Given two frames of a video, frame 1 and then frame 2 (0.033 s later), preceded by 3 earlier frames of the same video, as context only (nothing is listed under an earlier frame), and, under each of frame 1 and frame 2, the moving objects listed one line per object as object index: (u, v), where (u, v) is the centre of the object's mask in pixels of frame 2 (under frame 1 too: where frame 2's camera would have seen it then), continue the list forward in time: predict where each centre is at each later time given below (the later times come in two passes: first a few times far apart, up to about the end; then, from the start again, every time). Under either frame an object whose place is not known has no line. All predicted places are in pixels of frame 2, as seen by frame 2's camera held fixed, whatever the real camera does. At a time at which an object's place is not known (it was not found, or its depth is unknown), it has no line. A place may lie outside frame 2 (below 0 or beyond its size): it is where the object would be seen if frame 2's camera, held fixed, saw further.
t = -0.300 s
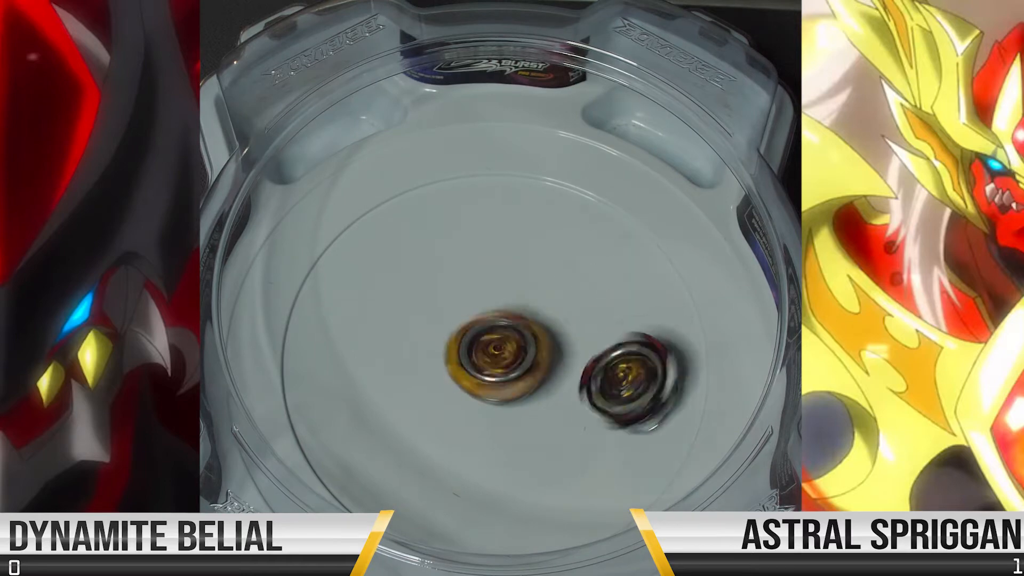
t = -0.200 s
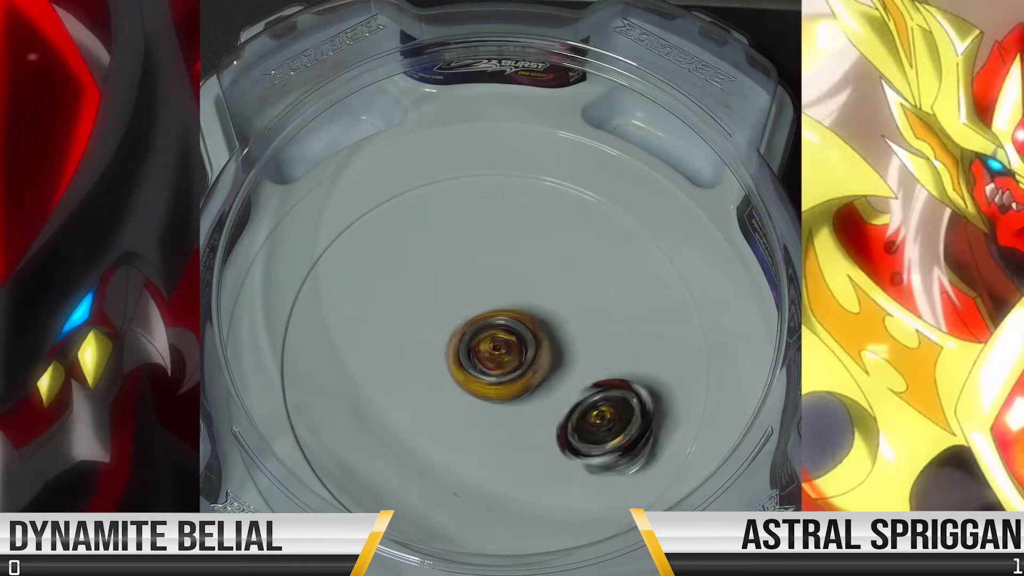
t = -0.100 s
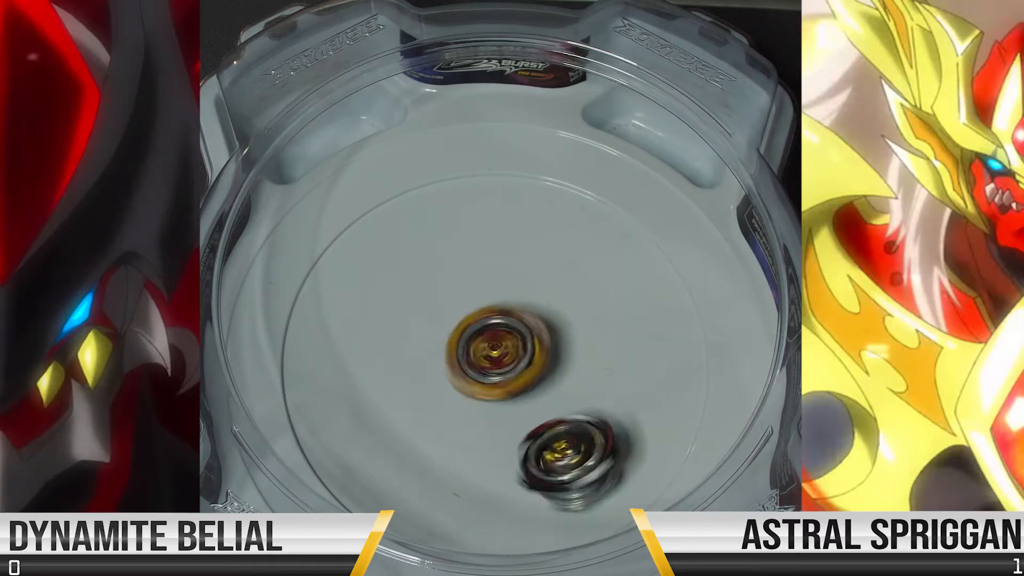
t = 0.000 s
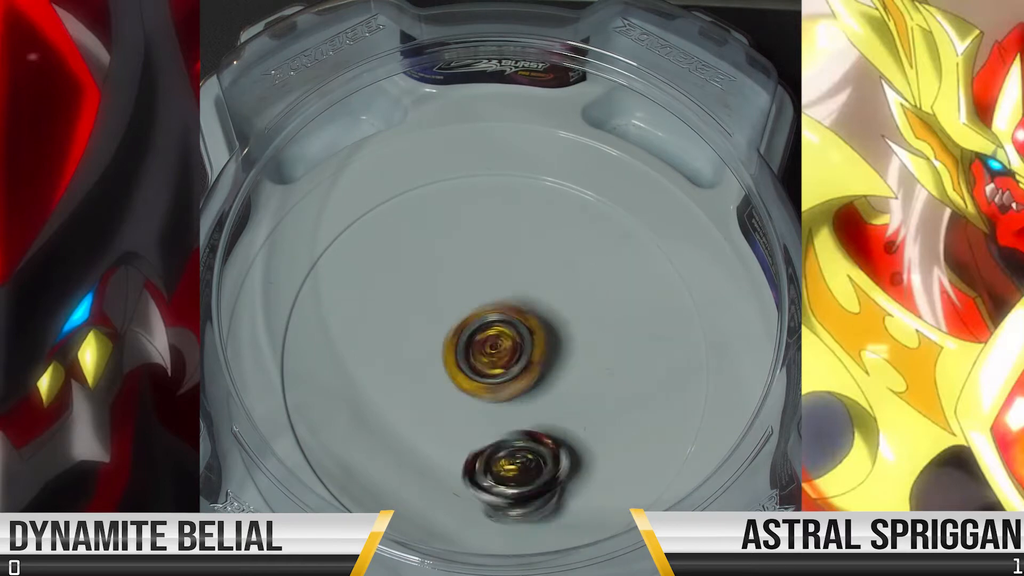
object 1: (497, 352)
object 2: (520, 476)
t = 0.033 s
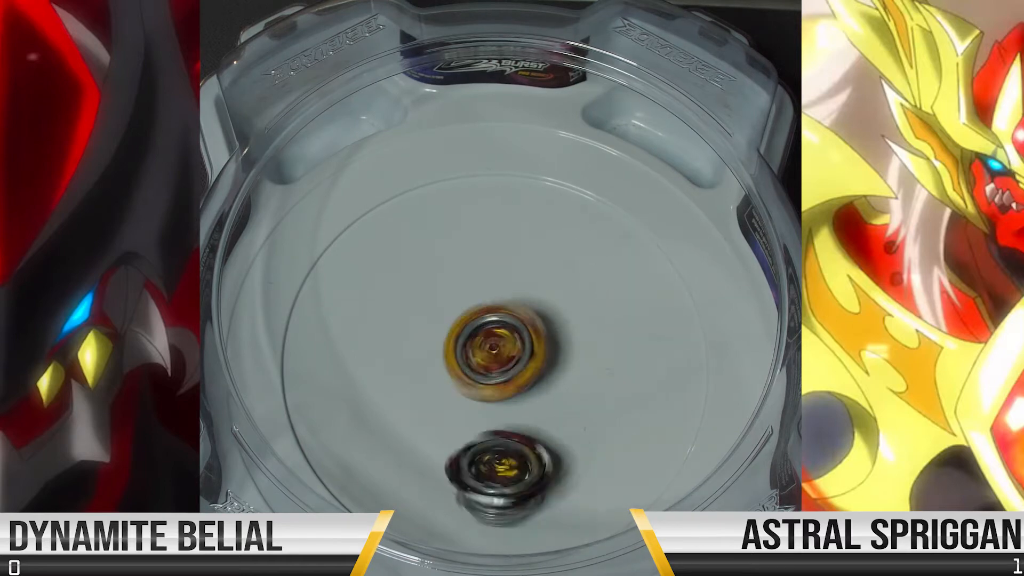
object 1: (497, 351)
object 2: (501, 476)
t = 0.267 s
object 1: (492, 352)
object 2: (396, 421)
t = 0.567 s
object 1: (493, 356)
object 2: (398, 281)
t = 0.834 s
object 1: (497, 356)
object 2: (508, 244)
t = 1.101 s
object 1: (501, 354)
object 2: (617, 310)
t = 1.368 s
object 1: (499, 350)
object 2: (610, 423)
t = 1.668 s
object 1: (494, 351)
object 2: (448, 456)
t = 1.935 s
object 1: (492, 354)
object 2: (377, 364)
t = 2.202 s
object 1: (497, 356)
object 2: (438, 265)
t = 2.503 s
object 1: (501, 355)
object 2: (571, 269)
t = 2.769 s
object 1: (500, 351)
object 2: (615, 373)
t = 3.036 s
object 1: (497, 350)
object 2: (528, 460)
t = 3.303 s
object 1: (494, 355)
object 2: (408, 415)
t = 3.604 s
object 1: (498, 358)
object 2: (419, 288)
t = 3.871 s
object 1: (501, 357)
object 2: (523, 255)
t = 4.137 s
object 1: (501, 353)
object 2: (598, 335)
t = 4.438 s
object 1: (497, 352)
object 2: (540, 453)
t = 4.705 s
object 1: (494, 352)
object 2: (429, 426)
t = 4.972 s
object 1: (502, 348)
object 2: (408, 323)
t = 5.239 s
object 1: (534, 366)
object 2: (485, 276)
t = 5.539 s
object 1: (556, 409)
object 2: (561, 312)
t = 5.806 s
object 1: (514, 409)
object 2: (532, 307)
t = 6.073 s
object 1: (467, 386)
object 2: (502, 284)
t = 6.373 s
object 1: (473, 382)
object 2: (503, 287)
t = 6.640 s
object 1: (512, 396)
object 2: (518, 290)
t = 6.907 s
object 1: (536, 378)
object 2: (504, 283)
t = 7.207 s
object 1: (510, 376)
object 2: (482, 287)
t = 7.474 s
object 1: (489, 428)
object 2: (488, 296)
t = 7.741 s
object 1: (505, 420)
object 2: (478, 302)
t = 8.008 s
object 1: (550, 375)
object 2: (437, 319)
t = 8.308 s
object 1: (518, 312)
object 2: (430, 356)
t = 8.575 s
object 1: (496, 307)
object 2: (402, 408)
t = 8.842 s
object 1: (520, 362)
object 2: (416, 419)
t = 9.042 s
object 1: (546, 374)
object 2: (440, 408)
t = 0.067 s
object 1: (497, 351)
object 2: (482, 474)
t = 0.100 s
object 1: (495, 352)
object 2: (464, 471)
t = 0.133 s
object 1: (495, 352)
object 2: (447, 464)
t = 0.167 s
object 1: (493, 352)
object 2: (433, 456)
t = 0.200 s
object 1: (493, 351)
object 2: (419, 444)
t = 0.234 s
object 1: (493, 352)
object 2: (405, 433)
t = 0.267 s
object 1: (492, 352)
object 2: (396, 421)
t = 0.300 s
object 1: (492, 352)
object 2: (389, 406)
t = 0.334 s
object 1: (492, 352)
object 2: (381, 390)
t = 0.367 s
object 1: (492, 353)
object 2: (379, 374)
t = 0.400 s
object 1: (492, 354)
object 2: (376, 357)
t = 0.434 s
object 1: (492, 355)
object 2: (378, 341)
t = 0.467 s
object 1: (491, 355)
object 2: (380, 323)
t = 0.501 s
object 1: (492, 355)
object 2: (384, 309)
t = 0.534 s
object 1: (492, 356)
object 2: (390, 297)
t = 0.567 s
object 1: (493, 356)
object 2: (398, 281)
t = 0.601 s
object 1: (493, 356)
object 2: (409, 272)
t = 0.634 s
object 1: (495, 356)
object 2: (420, 261)
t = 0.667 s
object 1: (494, 356)
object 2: (432, 254)
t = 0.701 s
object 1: (496, 357)
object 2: (447, 248)
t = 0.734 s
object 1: (496, 355)
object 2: (460, 244)
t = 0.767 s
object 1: (496, 356)
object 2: (477, 244)
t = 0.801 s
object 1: (497, 356)
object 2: (492, 240)
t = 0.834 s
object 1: (497, 356)
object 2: (508, 244)
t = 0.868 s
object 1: (498, 355)
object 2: (526, 244)
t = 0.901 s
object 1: (499, 356)
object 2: (542, 249)
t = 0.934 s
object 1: (500, 356)
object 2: (559, 256)
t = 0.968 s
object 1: (499, 355)
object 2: (570, 264)
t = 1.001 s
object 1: (499, 355)
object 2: (589, 274)
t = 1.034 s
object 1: (500, 354)
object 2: (597, 285)
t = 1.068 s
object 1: (501, 354)
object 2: (609, 298)
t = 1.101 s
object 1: (501, 354)
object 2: (617, 310)
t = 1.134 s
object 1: (500, 354)
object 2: (626, 324)
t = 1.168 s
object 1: (500, 353)
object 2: (631, 338)
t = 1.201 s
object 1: (500, 353)
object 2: (634, 354)
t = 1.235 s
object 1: (499, 352)
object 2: (638, 366)
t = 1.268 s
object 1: (499, 352)
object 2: (634, 383)
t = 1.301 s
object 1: (500, 351)
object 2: (631, 397)
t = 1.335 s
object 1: (500, 350)
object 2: (621, 410)
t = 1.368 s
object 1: (499, 350)
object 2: (610, 423)
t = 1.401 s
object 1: (499, 350)
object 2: (601, 433)
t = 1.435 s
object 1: (498, 351)
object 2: (586, 442)
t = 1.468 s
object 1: (497, 350)
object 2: (567, 450)
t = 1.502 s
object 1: (497, 350)
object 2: (547, 457)
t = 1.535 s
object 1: (496, 350)
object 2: (531, 461)
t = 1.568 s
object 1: (496, 349)
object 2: (509, 463)
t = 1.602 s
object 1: (496, 349)
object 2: (490, 463)
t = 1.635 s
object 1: (494, 350)
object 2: (466, 460)
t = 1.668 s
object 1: (494, 351)
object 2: (448, 456)
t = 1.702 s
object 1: (493, 351)
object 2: (433, 450)
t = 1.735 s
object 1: (493, 351)
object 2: (418, 441)
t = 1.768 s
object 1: (492, 352)
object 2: (402, 431)
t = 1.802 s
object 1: (492, 352)
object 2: (395, 418)
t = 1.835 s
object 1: (493, 352)
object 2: (386, 406)
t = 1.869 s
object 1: (492, 354)
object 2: (381, 392)
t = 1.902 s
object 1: (492, 354)
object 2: (377, 379)
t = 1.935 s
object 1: (492, 354)
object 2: (377, 364)
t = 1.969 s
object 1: (493, 354)
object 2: (377, 349)
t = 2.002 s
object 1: (494, 355)
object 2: (380, 334)
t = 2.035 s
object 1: (494, 355)
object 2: (385, 321)
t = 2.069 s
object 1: (495, 356)
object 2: (391, 307)
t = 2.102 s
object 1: (496, 356)
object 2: (401, 294)
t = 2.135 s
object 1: (496, 355)
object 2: (411, 283)
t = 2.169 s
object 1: (496, 355)
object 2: (425, 273)
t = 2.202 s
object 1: (497, 356)
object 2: (438, 265)
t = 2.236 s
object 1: (498, 356)
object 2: (453, 258)
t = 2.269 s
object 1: (499, 356)
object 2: (468, 253)
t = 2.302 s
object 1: (499, 356)
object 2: (485, 249)
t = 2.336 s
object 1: (500, 356)
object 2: (500, 248)
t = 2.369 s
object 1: (500, 356)
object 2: (517, 248)
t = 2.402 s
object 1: (501, 356)
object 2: (531, 251)
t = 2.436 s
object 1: (501, 356)
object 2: (547, 255)
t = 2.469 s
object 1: (501, 355)
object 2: (559, 260)
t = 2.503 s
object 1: (501, 355)
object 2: (571, 269)
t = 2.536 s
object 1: (501, 355)
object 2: (583, 277)
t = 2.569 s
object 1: (501, 354)
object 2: (593, 288)
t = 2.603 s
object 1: (502, 354)
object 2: (600, 299)
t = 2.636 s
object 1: (501, 353)
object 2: (607, 313)
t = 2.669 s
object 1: (502, 353)
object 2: (613, 327)
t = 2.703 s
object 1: (502, 352)
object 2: (616, 342)
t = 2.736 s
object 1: (501, 352)
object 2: (619, 357)
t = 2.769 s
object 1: (500, 351)
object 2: (615, 373)
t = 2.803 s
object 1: (500, 351)
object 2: (611, 388)
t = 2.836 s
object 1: (499, 351)
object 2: (605, 403)
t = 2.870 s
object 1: (500, 350)
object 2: (595, 417)
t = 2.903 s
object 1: (499, 350)
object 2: (584, 430)
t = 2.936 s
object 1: (498, 350)
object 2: (571, 440)
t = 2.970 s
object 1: (498, 349)
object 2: (557, 449)
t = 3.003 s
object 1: (497, 350)
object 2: (541, 456)
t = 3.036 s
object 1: (497, 350)
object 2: (528, 460)
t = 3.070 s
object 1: (497, 350)
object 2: (507, 463)
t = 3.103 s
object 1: (495, 351)
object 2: (493, 462)
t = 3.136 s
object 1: (495, 352)
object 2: (475, 459)
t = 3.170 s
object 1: (495, 352)
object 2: (460, 455)
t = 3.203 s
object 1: (494, 353)
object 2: (442, 447)
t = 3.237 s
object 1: (495, 353)
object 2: (430, 438)
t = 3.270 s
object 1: (494, 353)
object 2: (416, 428)
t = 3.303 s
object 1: (494, 355)
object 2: (408, 415)
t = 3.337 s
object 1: (494, 355)
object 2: (401, 402)
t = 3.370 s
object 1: (494, 355)
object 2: (395, 388)
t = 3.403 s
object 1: (495, 356)
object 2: (393, 373)
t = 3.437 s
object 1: (495, 356)
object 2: (391, 357)
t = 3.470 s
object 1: (497, 357)
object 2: (393, 343)
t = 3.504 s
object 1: (498, 357)
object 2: (396, 327)
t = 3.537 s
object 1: (495, 357)
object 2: (402, 314)
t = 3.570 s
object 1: (498, 357)
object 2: (409, 300)
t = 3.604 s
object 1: (498, 358)
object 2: (419, 288)
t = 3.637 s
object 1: (498, 358)
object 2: (428, 279)
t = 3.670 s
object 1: (500, 358)
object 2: (441, 271)
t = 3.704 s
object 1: (500, 358)
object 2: (454, 262)
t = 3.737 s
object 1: (500, 358)
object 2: (468, 258)
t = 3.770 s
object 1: (501, 358)
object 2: (481, 255)
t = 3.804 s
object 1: (501, 357)
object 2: (496, 252)
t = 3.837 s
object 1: (502, 357)
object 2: (509, 255)
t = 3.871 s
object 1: (501, 357)
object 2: (523, 255)
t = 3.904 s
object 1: (501, 356)
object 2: (537, 261)
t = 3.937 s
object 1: (502, 356)
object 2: (549, 266)
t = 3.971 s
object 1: (502, 355)
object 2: (562, 275)
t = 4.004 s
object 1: (503, 355)
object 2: (568, 284)
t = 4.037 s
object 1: (501, 355)
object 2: (578, 294)
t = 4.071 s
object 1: (501, 354)
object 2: (587, 307)
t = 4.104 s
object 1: (501, 353)
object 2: (593, 322)
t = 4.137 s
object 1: (501, 353)
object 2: (598, 335)
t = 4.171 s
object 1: (501, 353)
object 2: (603, 350)
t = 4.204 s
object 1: (500, 353)
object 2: (601, 367)
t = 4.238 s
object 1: (499, 352)
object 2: (596, 383)
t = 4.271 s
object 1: (499, 352)
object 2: (593, 397)
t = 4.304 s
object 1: (498, 351)
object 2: (587, 412)
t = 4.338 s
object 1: (499, 351)
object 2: (577, 426)
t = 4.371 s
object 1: (497, 352)
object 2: (565, 437)
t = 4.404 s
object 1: (497, 351)
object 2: (551, 447)
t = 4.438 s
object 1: (497, 352)
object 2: (540, 453)
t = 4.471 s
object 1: (495, 352)
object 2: (526, 457)
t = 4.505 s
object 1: (496, 352)
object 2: (506, 460)
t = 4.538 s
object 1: (494, 354)
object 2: (494, 459)
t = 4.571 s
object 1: (494, 354)
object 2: (479, 456)
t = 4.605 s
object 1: (494, 354)
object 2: (465, 451)
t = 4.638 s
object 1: (494, 355)
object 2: (450, 444)
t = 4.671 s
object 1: (494, 354)
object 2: (438, 435)
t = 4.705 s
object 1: (494, 352)
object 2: (429, 426)
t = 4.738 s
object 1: (493, 350)
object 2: (417, 412)
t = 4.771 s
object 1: (493, 350)
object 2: (412, 399)
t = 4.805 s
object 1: (493, 350)
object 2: (408, 385)
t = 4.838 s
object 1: (496, 350)
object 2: (403, 370)
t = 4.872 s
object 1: (499, 351)
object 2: (403, 361)
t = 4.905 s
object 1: (501, 348)
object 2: (402, 348)
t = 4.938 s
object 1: (503, 349)
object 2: (404, 335)
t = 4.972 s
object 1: (502, 348)
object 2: (408, 323)
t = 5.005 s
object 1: (503, 349)
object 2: (417, 314)
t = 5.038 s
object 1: (504, 349)
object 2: (422, 303)
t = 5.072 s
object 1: (507, 350)
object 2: (430, 293)
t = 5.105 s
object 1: (509, 349)
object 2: (441, 285)
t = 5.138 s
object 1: (510, 350)
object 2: (451, 283)
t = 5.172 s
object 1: (518, 355)
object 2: (458, 281)
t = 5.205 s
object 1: (527, 362)
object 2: (472, 275)
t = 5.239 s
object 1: (534, 366)
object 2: (485, 276)
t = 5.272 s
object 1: (540, 371)
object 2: (498, 277)
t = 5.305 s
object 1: (546, 375)
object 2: (511, 281)
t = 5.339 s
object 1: (548, 378)
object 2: (520, 287)
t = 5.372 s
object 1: (554, 387)
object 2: (530, 288)
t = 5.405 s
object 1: (559, 395)
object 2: (540, 291)
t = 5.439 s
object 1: (561, 398)
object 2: (549, 295)
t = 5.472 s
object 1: (560, 403)
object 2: (552, 304)
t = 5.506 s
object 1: (561, 407)
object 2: (558, 307)
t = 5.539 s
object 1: (556, 409)
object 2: (561, 312)
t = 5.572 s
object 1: (551, 413)
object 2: (559, 316)
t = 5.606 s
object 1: (549, 414)
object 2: (562, 316)
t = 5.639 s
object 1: (543, 418)
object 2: (557, 313)
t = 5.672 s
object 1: (537, 421)
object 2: (551, 311)
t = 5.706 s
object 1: (533, 420)
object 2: (548, 310)
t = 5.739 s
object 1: (524, 421)
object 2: (543, 309)
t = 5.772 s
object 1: (518, 417)
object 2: (538, 308)
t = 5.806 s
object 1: (514, 409)
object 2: (532, 307)
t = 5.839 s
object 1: (505, 404)
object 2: (525, 306)
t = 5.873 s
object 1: (498, 397)
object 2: (524, 304)
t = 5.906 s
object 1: (493, 395)
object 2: (524, 299)
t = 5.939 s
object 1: (487, 393)
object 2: (516, 296)
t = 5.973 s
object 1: (482, 389)
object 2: (512, 293)
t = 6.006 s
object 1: (477, 387)
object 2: (508, 293)
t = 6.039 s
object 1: (470, 385)
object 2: (505, 290)
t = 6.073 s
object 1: (467, 386)
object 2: (502, 284)
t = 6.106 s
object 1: (464, 388)
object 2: (501, 279)
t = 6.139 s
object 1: (462, 387)
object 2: (498, 279)
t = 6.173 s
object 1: (463, 389)
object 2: (499, 279)
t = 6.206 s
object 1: (458, 387)
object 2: (499, 278)
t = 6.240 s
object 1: (462, 387)
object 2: (498, 278)
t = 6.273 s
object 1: (461, 385)
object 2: (497, 279)
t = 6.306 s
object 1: (464, 382)
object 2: (499, 282)
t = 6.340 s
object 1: (470, 382)
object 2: (502, 287)
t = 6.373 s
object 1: (473, 382)
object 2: (503, 287)
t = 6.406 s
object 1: (476, 387)
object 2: (507, 286)
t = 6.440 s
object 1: (480, 393)
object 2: (513, 284)
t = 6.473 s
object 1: (484, 398)
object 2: (513, 282)
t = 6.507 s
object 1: (489, 400)
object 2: (518, 283)
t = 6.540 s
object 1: (494, 402)
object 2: (518, 282)
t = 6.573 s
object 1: (500, 401)
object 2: (520, 283)
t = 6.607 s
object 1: (504, 399)
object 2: (518, 287)
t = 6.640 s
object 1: (512, 396)
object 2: (518, 290)
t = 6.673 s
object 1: (517, 391)
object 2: (521, 294)
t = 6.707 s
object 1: (520, 391)
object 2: (520, 293)
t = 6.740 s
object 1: (526, 392)
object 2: (519, 290)
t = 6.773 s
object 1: (532, 391)
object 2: (519, 288)
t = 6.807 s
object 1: (535, 388)
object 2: (514, 287)
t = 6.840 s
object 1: (536, 385)
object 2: (511, 286)
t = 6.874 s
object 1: (537, 379)
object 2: (507, 286)
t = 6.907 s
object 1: (536, 378)
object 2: (504, 283)
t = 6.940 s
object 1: (536, 380)
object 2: (504, 275)
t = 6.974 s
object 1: (534, 381)
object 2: (504, 272)
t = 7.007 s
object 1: (532, 382)
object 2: (500, 268)
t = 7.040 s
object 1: (530, 382)
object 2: (496, 266)
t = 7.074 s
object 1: (528, 382)
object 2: (494, 269)
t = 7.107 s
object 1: (523, 380)
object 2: (488, 273)
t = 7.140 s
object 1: (521, 378)
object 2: (486, 277)
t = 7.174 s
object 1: (513, 377)
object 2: (485, 282)
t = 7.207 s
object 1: (510, 376)
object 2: (482, 287)
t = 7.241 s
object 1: (507, 382)
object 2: (480, 289)
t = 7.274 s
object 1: (504, 386)
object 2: (482, 293)
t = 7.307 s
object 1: (499, 392)
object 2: (485, 295)
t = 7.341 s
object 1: (496, 396)
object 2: (486, 299)
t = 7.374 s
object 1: (491, 401)
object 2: (484, 303)
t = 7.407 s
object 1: (490, 409)
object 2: (482, 301)
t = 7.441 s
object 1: (488, 420)
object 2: (486, 297)
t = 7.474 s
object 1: (489, 428)
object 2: (488, 296)
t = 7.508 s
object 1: (489, 435)
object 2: (488, 297)
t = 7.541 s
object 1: (491, 438)
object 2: (482, 295)
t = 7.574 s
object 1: (492, 440)
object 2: (479, 289)
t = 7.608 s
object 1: (494, 440)
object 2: (476, 287)
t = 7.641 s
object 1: (496, 437)
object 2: (480, 288)
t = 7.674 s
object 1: (500, 433)
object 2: (482, 291)
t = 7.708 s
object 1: (502, 427)
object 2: (479, 296)
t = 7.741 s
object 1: (505, 420)
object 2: (478, 302)
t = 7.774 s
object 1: (506, 413)
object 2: (474, 308)
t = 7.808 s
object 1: (510, 403)
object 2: (472, 314)
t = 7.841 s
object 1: (513, 396)
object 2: (471, 319)
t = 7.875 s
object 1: (528, 396)
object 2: (458, 313)
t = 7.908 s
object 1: (539, 394)
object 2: (448, 312)
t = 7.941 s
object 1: (547, 388)
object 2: (443, 313)
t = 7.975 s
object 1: (551, 382)
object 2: (440, 316)
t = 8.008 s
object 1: (550, 375)
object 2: (437, 319)
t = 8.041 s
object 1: (551, 368)
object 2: (432, 323)
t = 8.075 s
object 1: (549, 359)
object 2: (431, 328)
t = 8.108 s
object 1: (546, 351)
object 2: (432, 332)
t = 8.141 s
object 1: (543, 344)
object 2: (437, 336)
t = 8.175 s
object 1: (537, 337)
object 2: (439, 343)
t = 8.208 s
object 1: (535, 328)
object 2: (431, 350)
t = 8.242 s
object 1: (531, 320)
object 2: (422, 352)
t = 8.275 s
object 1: (525, 316)
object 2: (426, 354)
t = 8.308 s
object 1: (518, 312)
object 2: (430, 356)
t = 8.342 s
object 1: (511, 309)
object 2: (431, 359)
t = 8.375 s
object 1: (505, 307)
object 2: (429, 365)
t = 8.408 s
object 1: (503, 300)
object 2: (415, 375)
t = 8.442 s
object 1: (501, 297)
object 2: (404, 384)
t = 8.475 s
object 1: (500, 297)
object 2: (397, 393)
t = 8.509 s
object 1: (499, 299)
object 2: (398, 399)
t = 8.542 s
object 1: (496, 302)
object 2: (397, 404)
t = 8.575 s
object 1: (496, 307)
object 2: (402, 408)
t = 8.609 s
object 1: (494, 314)
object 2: (401, 411)
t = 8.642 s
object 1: (493, 321)
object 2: (408, 410)
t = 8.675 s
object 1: (494, 329)
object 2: (411, 409)
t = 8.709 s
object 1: (495, 339)
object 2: (421, 407)
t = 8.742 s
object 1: (500, 346)
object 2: (426, 410)
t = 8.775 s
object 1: (507, 350)
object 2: (424, 416)
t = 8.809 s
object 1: (513, 355)
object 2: (418, 418)
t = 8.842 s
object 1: (520, 362)
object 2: (416, 419)
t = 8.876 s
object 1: (524, 366)
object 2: (417, 417)
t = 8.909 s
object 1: (531, 370)
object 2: (418, 414)
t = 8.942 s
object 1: (536, 373)
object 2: (427, 412)
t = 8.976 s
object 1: (539, 374)
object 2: (429, 411)
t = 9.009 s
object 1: (543, 374)
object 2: (434, 409)
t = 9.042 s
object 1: (546, 374)
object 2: (440, 408)
